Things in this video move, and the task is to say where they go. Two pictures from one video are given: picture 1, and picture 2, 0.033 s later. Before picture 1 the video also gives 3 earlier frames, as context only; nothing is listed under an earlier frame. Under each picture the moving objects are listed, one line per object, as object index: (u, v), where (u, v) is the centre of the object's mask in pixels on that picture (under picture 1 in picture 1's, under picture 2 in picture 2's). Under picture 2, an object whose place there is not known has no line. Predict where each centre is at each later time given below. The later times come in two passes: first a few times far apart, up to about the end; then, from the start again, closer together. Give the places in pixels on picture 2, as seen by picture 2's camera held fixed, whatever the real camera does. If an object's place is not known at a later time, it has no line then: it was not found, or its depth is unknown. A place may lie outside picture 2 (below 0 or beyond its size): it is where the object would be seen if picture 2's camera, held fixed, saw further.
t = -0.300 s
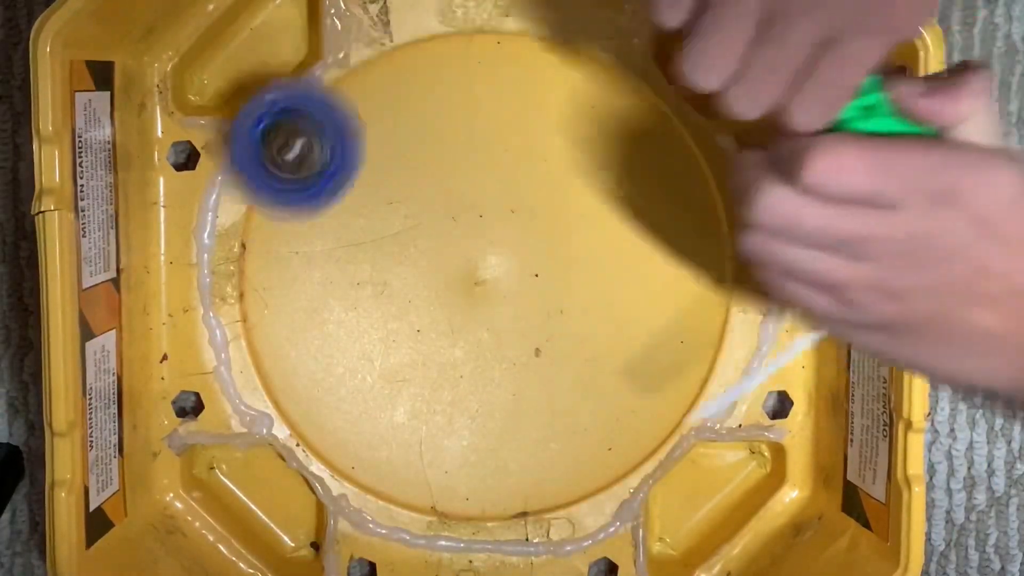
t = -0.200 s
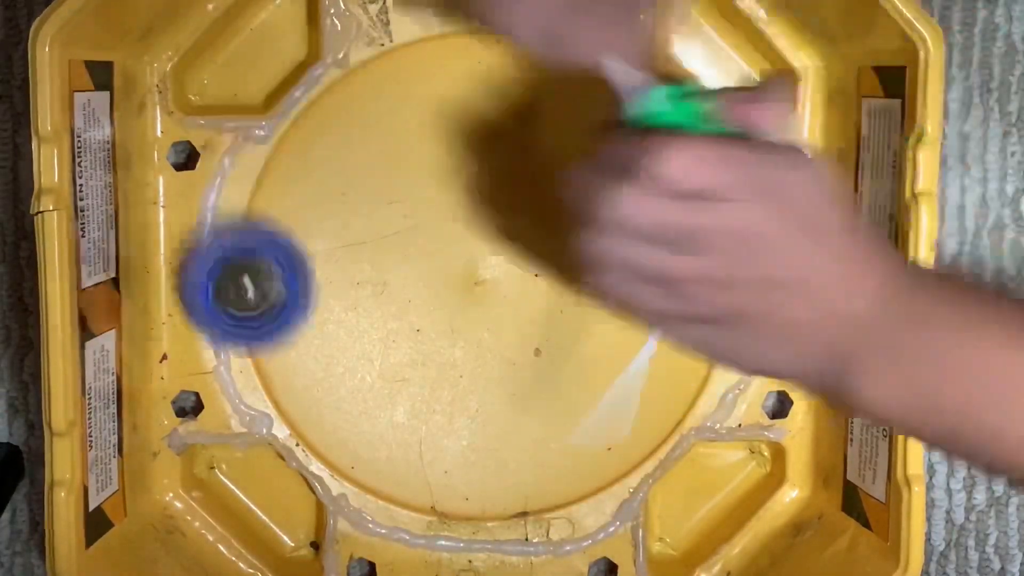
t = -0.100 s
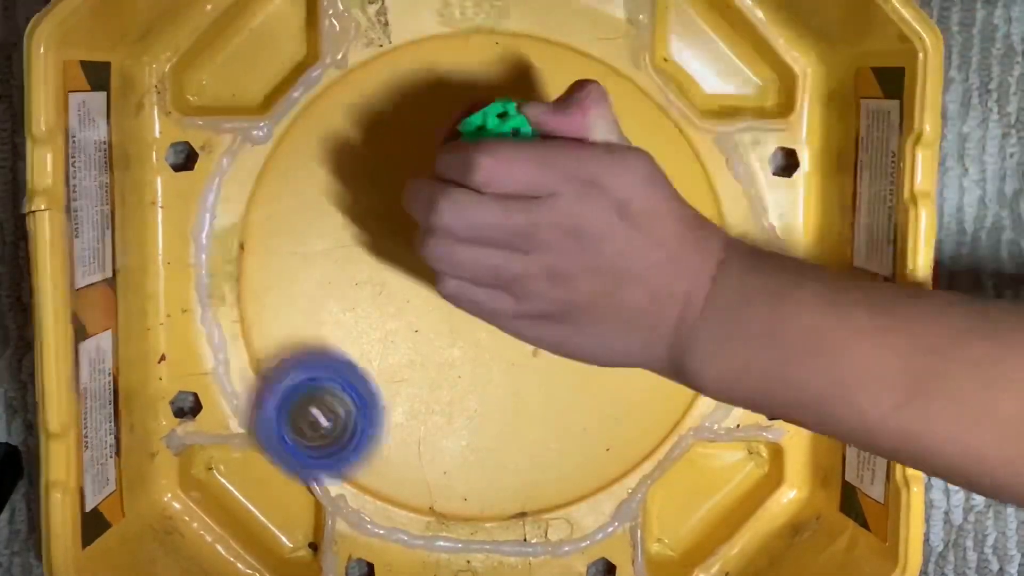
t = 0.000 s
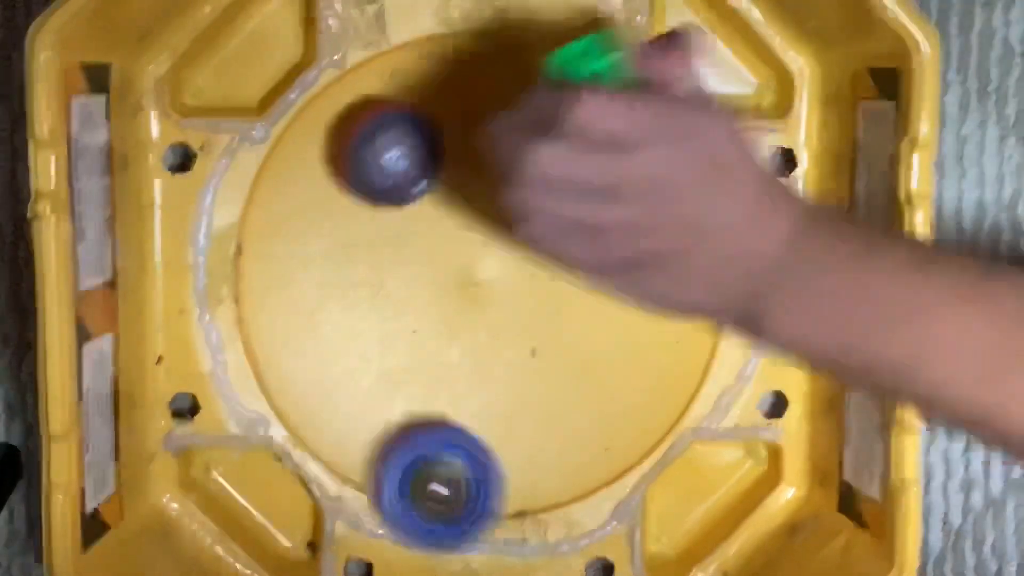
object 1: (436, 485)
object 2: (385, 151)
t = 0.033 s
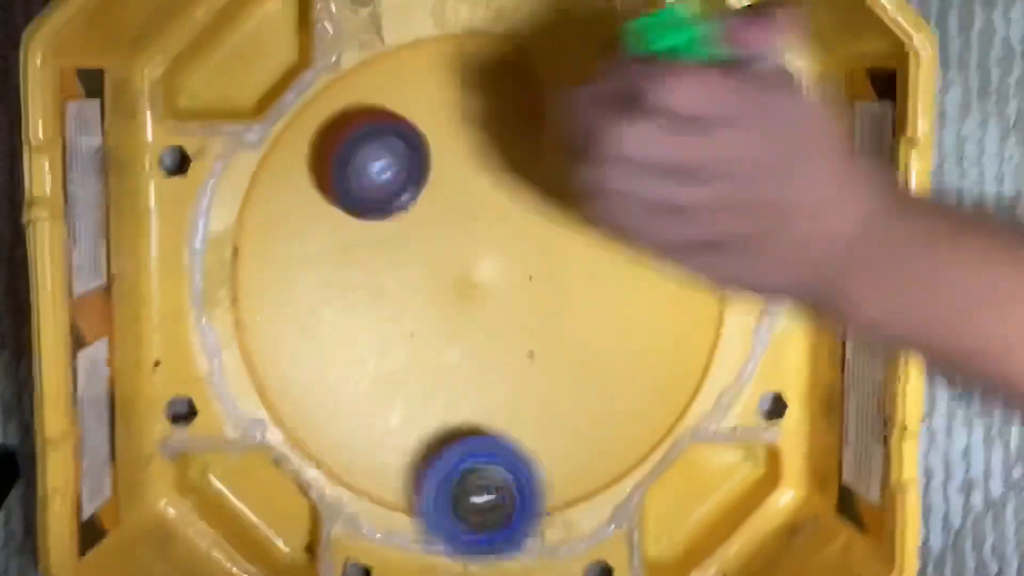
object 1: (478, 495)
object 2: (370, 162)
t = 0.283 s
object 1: (671, 303)
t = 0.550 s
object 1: (636, 143)
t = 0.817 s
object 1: (449, 202)
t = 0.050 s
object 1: (497, 496)
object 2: (365, 167)
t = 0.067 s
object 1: (519, 495)
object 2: (361, 172)
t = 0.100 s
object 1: (557, 486)
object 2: (358, 182)
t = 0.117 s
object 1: (576, 477)
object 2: (358, 186)
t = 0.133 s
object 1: (592, 465)
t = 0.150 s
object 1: (607, 453)
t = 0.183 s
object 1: (633, 423)
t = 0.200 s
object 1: (645, 406)
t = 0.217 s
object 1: (653, 387)
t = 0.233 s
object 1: (659, 366)
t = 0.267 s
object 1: (670, 325)
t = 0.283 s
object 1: (671, 303)
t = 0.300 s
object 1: (669, 280)
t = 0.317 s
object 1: (666, 259)
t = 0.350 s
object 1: (655, 216)
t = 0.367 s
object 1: (648, 195)
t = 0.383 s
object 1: (639, 177)
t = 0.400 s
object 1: (633, 162)
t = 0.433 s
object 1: (644, 152)
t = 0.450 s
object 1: (650, 149)
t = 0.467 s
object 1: (654, 147)
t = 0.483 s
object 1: (655, 145)
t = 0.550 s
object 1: (636, 143)
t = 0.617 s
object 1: (595, 144)
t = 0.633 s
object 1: (581, 145)
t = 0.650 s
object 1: (568, 146)
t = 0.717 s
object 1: (513, 156)
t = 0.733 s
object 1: (499, 161)
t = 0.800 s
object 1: (457, 192)
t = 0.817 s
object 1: (449, 202)
